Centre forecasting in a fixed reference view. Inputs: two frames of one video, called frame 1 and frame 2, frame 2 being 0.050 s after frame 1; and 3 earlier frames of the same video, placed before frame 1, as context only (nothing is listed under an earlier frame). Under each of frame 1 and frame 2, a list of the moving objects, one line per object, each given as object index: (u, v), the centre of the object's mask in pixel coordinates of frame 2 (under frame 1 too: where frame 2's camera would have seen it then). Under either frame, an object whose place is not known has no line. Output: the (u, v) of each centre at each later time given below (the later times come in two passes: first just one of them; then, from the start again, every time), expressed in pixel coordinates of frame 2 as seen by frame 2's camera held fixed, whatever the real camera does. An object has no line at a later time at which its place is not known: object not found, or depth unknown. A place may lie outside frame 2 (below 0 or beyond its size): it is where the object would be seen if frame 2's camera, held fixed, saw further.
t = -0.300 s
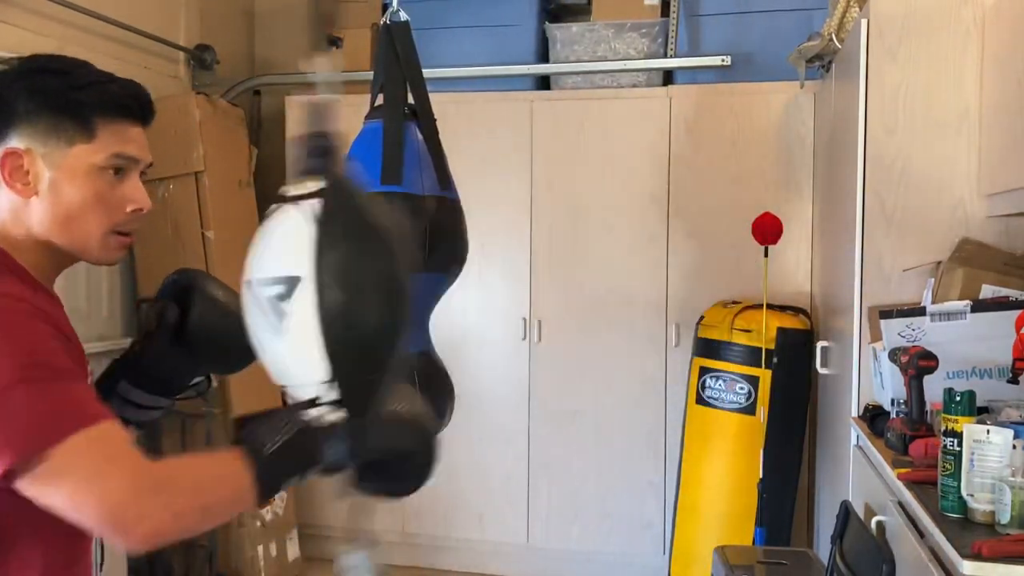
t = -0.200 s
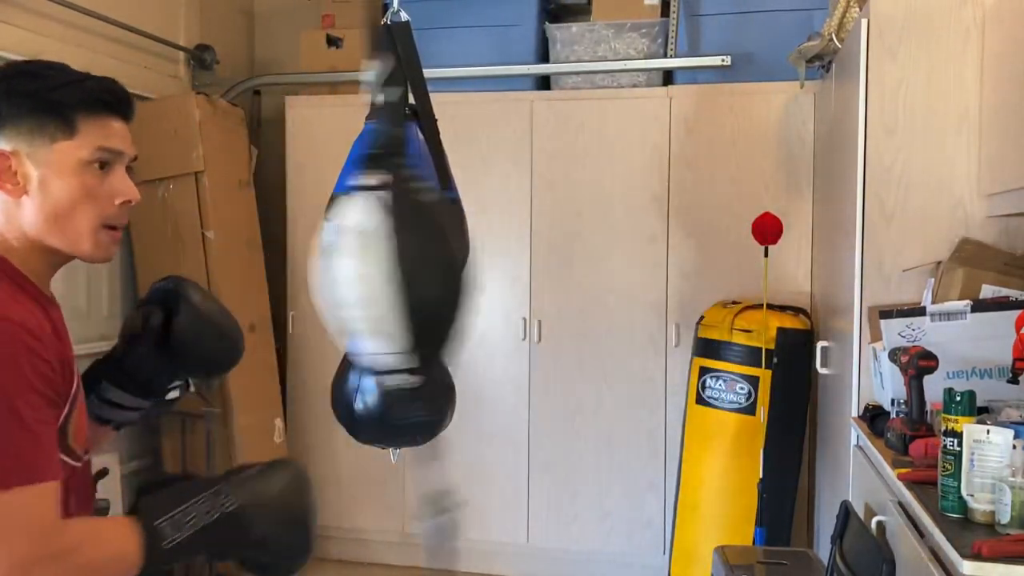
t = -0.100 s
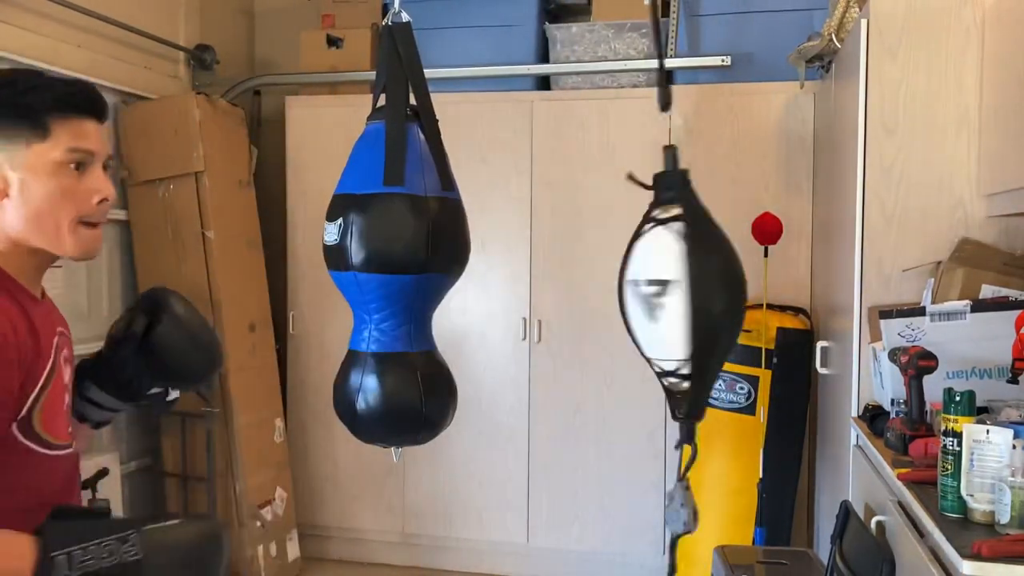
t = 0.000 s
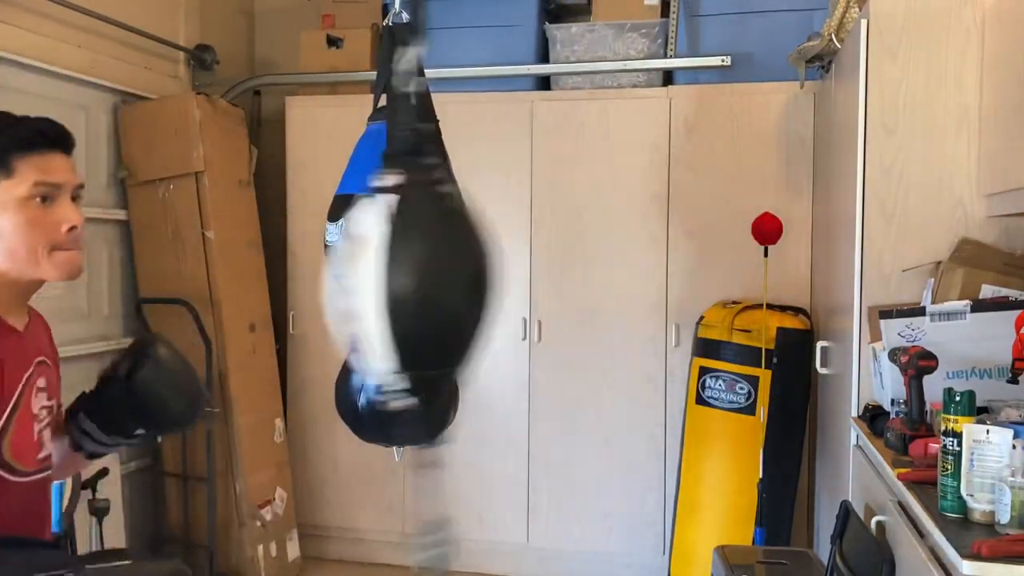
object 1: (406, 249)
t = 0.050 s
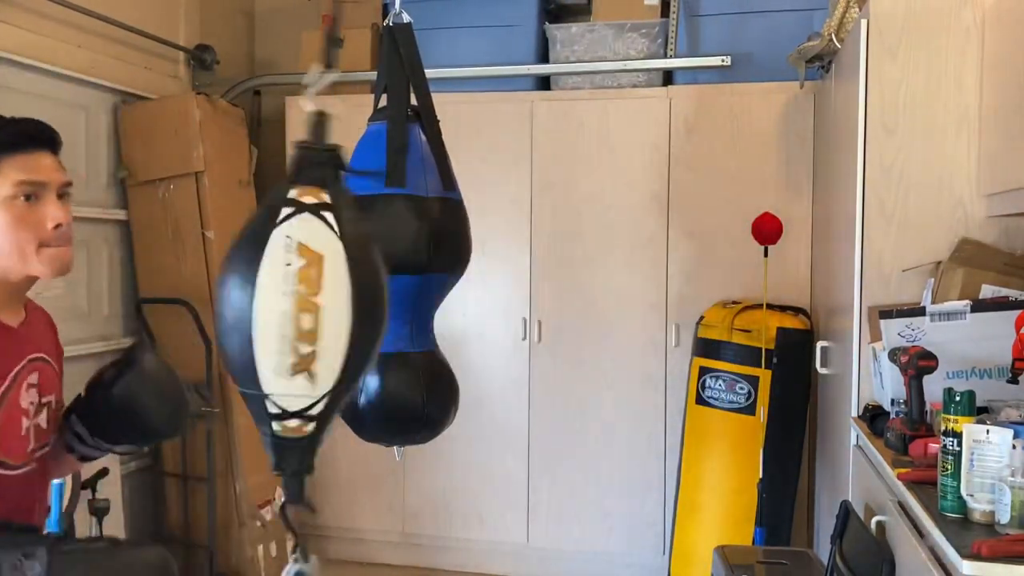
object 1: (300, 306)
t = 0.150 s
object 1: (499, 270)
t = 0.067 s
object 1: (300, 287)
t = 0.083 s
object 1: (323, 278)
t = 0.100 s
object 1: (363, 271)
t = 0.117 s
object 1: (405, 259)
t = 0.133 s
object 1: (445, 270)
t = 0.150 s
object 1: (499, 270)
